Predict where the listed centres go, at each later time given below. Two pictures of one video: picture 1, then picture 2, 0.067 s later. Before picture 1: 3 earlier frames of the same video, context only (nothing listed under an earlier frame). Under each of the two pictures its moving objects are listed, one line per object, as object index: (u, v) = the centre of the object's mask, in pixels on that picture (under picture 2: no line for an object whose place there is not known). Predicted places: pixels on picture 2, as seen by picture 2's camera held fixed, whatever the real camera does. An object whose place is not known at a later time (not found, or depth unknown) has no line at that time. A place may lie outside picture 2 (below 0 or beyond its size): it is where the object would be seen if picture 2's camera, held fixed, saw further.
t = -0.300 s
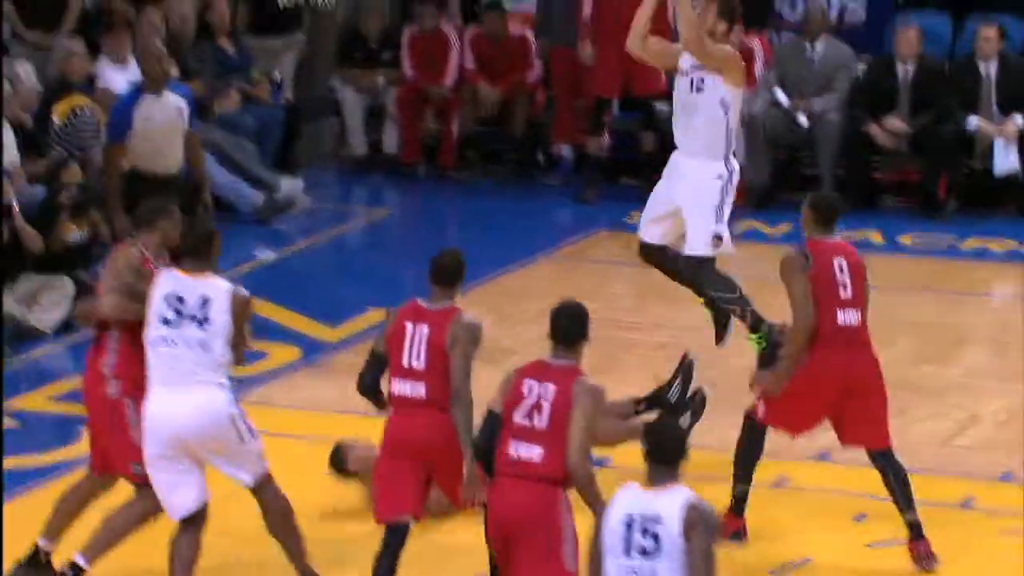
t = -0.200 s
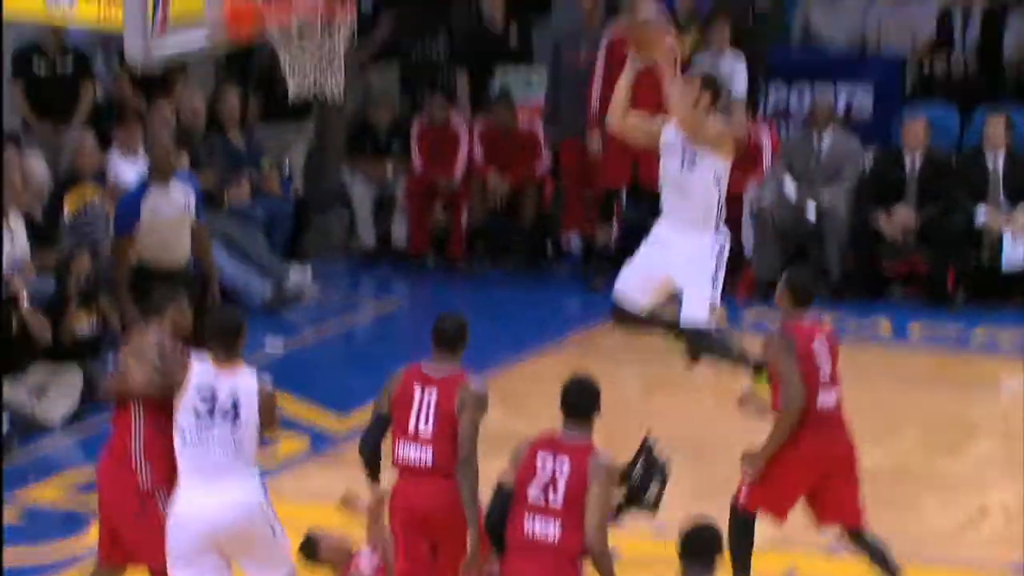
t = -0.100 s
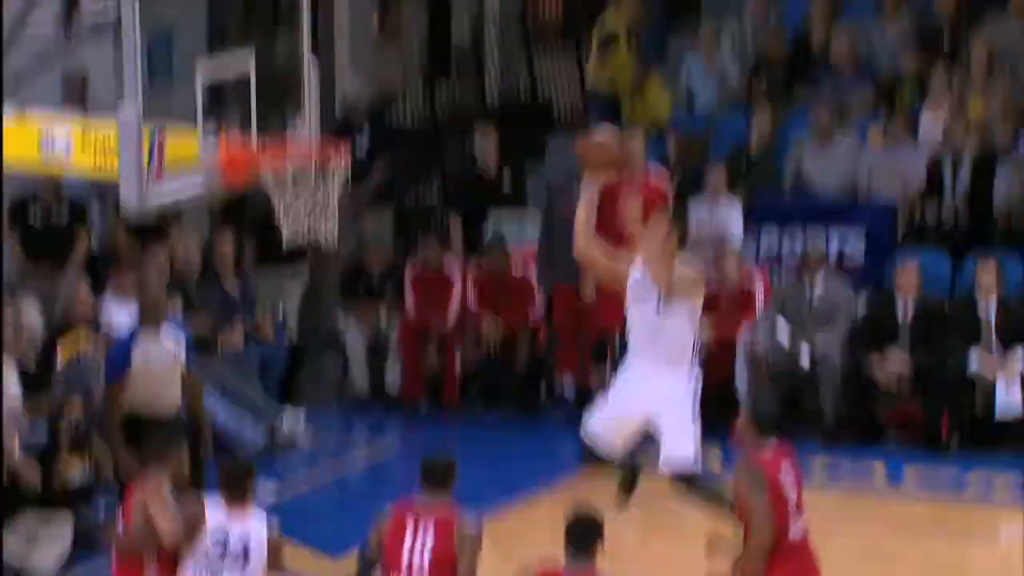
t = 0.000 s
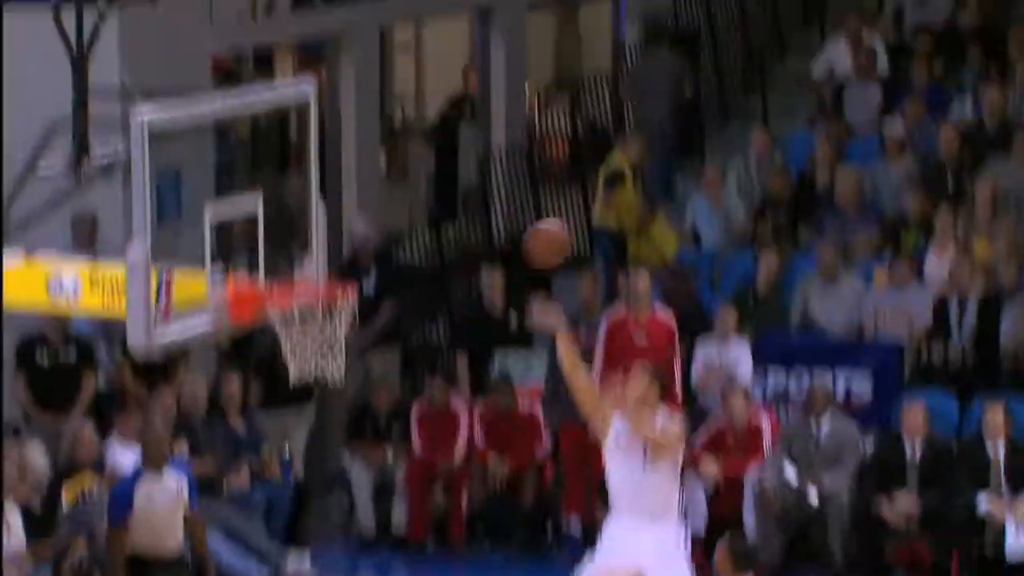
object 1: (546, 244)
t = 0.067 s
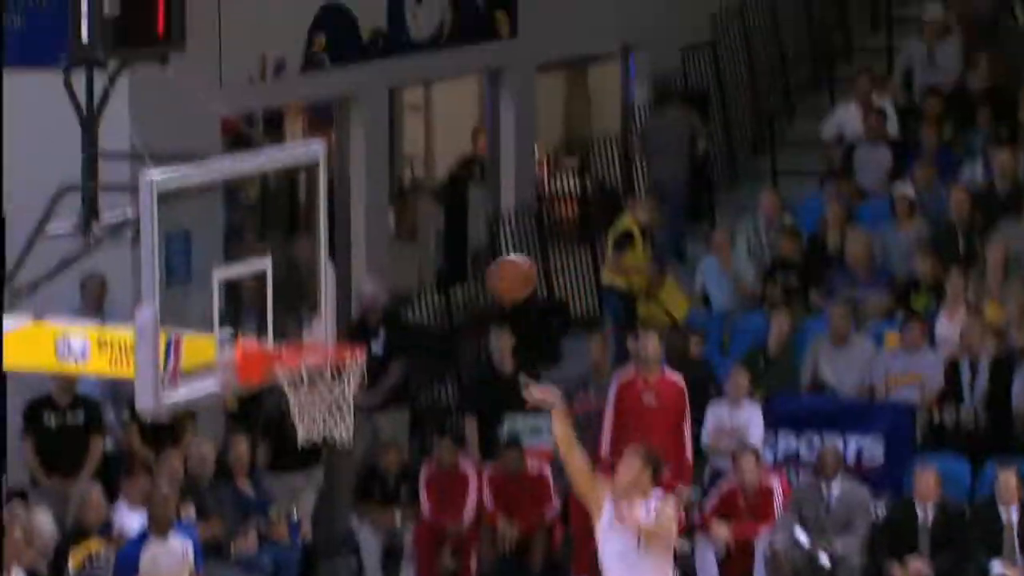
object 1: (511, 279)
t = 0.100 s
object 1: (488, 267)
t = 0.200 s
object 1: (419, 250)
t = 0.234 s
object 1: (397, 248)
